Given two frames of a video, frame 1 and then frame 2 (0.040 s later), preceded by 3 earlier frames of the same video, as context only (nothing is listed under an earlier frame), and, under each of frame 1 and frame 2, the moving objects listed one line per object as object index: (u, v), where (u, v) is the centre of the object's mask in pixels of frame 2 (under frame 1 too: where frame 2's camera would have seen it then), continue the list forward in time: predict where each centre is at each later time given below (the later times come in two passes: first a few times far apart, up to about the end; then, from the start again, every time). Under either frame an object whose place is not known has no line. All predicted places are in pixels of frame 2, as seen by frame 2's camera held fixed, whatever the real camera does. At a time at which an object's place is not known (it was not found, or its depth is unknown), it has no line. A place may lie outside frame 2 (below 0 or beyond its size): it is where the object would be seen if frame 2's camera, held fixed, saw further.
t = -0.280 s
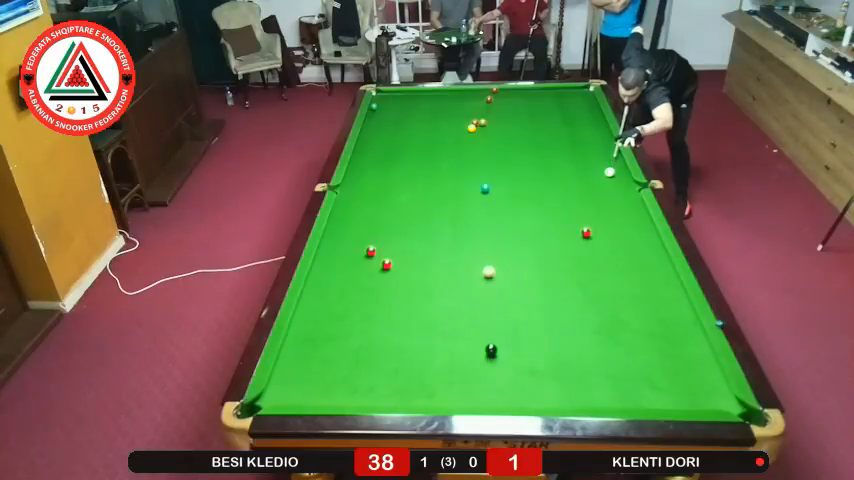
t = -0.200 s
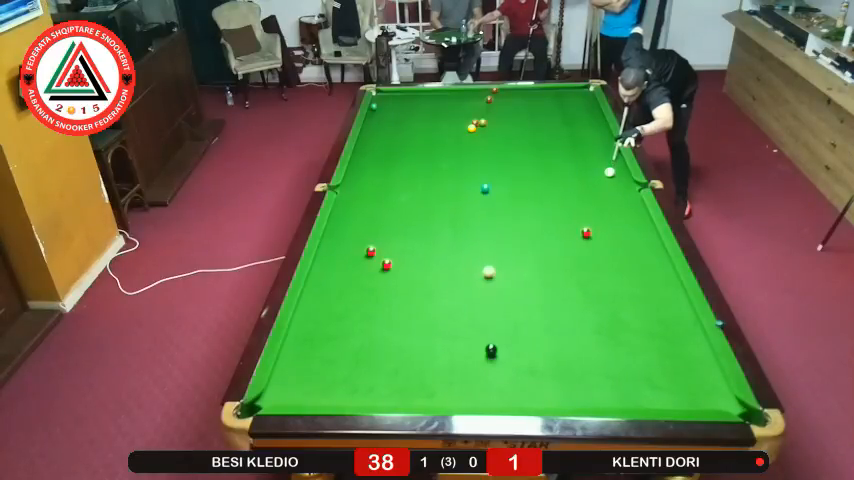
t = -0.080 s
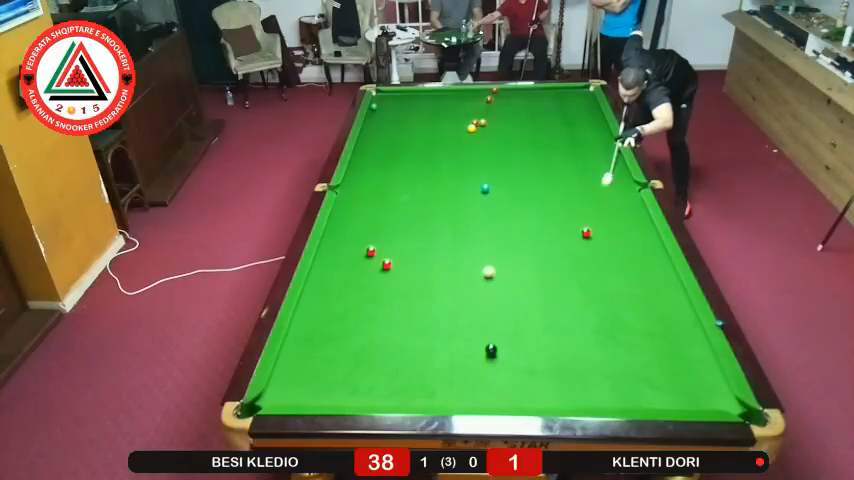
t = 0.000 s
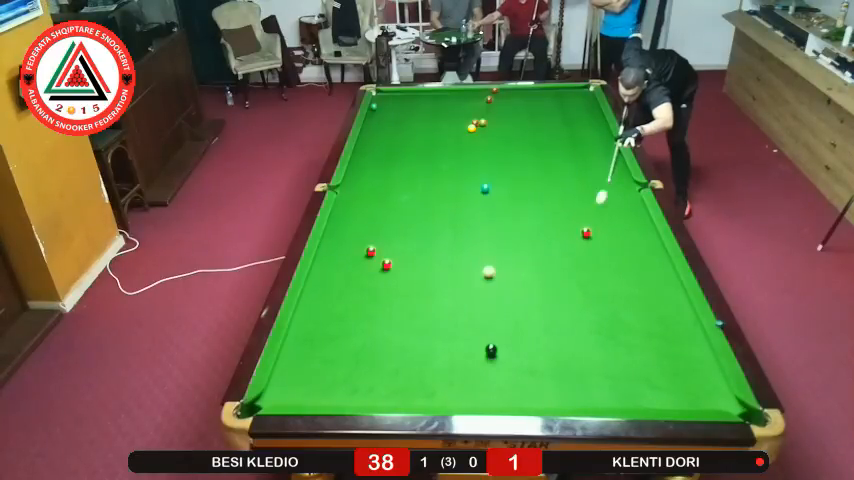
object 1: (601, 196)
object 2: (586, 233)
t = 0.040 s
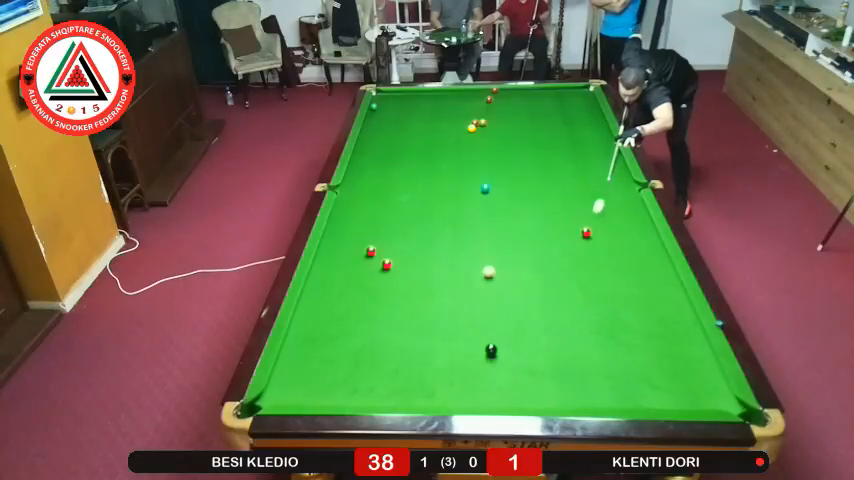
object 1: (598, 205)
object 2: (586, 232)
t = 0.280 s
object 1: (613, 238)
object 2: (551, 252)
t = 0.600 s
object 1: (656, 255)
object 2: (482, 292)
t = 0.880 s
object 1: (655, 265)
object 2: (415, 331)
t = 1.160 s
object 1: (643, 273)
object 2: (338, 377)
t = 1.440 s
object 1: (631, 280)
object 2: (274, 383)
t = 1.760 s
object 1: (619, 288)
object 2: (320, 353)
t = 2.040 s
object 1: (610, 294)
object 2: (354, 331)
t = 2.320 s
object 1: (601, 300)
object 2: (384, 311)
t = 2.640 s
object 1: (592, 305)
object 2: (413, 291)
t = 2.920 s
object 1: (585, 309)
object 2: (435, 276)
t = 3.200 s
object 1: (580, 312)
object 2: (455, 263)
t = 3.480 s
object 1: (576, 315)
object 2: (472, 251)
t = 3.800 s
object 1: (573, 317)
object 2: (490, 239)
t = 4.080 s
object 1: (571, 318)
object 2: (503, 229)
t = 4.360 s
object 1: (570, 318)
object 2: (515, 221)
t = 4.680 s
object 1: (571, 318)
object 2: (527, 212)
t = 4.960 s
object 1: (571, 318)
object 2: (536, 206)
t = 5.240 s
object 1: (571, 318)
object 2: (545, 200)
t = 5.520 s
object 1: (571, 318)
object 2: (553, 196)
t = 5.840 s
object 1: (571, 318)
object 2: (560, 191)
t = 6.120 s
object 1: (571, 318)
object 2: (565, 187)
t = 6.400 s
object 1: (571, 318)
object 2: (570, 184)
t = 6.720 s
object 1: (571, 318)
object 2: (575, 181)
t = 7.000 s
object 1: (571, 318)
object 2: (578, 179)
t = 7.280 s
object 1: (570, 318)
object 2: (581, 178)
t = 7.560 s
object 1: (571, 318)
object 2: (583, 177)
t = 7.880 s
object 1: (570, 318)
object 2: (584, 177)
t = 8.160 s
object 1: (571, 318)
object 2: (584, 177)
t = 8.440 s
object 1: (571, 318)
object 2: (584, 177)
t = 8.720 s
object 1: (571, 318)
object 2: (584, 177)
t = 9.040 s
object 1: (570, 318)
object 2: (584, 177)
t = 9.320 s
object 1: (571, 318)
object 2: (584, 177)
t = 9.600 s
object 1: (570, 318)
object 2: (584, 177)
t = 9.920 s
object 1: (570, 318)
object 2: (584, 177)
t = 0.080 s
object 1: (595, 215)
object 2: (586, 233)
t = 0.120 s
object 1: (593, 223)
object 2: (586, 233)
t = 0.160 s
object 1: (596, 230)
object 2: (579, 235)
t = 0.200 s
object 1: (602, 233)
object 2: (570, 241)
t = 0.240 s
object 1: (608, 235)
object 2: (560, 246)
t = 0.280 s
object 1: (613, 238)
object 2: (551, 252)
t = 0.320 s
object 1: (619, 240)
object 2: (542, 257)
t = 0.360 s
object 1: (624, 242)
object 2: (534, 262)
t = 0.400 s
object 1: (629, 244)
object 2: (525, 266)
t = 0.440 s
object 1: (634, 246)
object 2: (517, 271)
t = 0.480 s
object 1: (640, 249)
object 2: (509, 276)
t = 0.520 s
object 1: (645, 251)
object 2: (500, 281)
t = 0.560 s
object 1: (650, 253)
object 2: (492, 286)
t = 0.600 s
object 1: (656, 255)
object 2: (482, 292)
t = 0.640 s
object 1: (662, 257)
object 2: (473, 297)
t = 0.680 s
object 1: (665, 260)
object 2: (464, 302)
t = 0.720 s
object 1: (662, 261)
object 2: (455, 308)
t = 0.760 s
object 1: (660, 262)
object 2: (445, 313)
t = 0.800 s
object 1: (658, 263)
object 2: (435, 319)
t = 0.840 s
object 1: (657, 264)
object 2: (425, 325)
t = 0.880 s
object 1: (655, 265)
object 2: (415, 331)
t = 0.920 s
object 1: (653, 267)
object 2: (405, 337)
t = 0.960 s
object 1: (651, 267)
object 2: (394, 343)
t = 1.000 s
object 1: (649, 269)
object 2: (383, 349)
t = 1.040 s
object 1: (648, 270)
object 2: (372, 356)
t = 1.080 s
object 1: (646, 271)
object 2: (361, 362)
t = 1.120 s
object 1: (644, 272)
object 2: (349, 370)
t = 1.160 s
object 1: (643, 273)
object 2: (338, 377)
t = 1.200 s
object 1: (641, 274)
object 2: (326, 384)
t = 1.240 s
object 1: (639, 275)
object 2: (313, 391)
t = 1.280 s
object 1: (638, 276)
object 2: (301, 396)
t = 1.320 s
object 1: (636, 277)
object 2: (291, 396)
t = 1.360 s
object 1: (634, 278)
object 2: (285, 393)
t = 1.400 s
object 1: (633, 279)
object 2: (280, 388)
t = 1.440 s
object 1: (631, 280)
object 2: (274, 383)
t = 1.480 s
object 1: (630, 282)
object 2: (280, 379)
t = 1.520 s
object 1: (628, 283)
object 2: (287, 375)
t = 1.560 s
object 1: (627, 284)
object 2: (293, 371)
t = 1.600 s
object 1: (625, 285)
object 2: (298, 367)
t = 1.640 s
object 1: (624, 285)
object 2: (304, 363)
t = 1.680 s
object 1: (622, 286)
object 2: (309, 360)
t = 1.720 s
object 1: (621, 287)
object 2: (315, 356)
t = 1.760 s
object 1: (619, 288)
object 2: (320, 353)
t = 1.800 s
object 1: (618, 289)
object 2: (325, 349)
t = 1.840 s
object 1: (616, 290)
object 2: (330, 346)
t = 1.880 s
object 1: (615, 291)
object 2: (335, 343)
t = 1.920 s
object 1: (614, 292)
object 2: (340, 340)
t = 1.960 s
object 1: (613, 293)
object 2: (345, 337)
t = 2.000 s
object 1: (611, 294)
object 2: (350, 333)
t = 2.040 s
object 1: (610, 294)
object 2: (354, 331)
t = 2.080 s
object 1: (608, 295)
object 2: (359, 328)
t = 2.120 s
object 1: (607, 296)
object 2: (363, 325)
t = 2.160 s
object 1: (606, 296)
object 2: (367, 322)
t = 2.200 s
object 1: (605, 297)
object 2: (371, 319)
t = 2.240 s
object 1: (603, 298)
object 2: (375, 316)
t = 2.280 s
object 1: (602, 299)
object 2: (379, 314)
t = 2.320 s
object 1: (601, 300)
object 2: (384, 311)
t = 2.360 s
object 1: (600, 300)
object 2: (387, 308)
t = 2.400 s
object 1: (599, 301)
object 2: (391, 306)
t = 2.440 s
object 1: (597, 302)
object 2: (395, 303)
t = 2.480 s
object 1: (596, 302)
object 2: (399, 301)
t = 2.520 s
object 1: (595, 303)
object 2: (402, 298)
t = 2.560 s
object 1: (594, 304)
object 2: (406, 296)
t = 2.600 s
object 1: (593, 304)
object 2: (409, 294)
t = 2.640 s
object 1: (592, 305)
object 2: (413, 291)
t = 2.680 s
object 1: (591, 306)
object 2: (416, 289)
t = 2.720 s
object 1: (590, 306)
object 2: (419, 287)
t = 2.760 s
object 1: (589, 307)
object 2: (423, 285)
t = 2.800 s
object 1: (588, 307)
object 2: (426, 283)
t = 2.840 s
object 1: (587, 308)
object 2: (429, 281)
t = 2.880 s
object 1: (586, 308)
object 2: (432, 278)
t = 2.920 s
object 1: (585, 309)
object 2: (435, 276)
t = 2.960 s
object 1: (584, 309)
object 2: (438, 274)
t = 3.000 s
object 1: (584, 310)
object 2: (441, 272)
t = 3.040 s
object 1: (583, 311)
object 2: (444, 270)
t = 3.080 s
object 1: (582, 311)
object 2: (447, 268)
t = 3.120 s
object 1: (582, 311)
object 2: (449, 267)
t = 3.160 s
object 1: (581, 312)
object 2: (452, 264)
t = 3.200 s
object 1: (580, 312)
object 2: (455, 263)
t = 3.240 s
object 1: (579, 313)
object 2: (458, 261)
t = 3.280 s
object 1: (579, 313)
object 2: (460, 259)
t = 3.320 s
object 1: (578, 313)
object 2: (462, 257)
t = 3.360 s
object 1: (577, 314)
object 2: (465, 255)
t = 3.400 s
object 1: (577, 314)
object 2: (468, 254)
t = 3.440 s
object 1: (576, 315)
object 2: (470, 252)
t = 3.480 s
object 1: (576, 315)
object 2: (472, 251)
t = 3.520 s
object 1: (575, 315)
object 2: (474, 249)
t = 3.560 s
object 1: (575, 316)
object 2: (476, 247)
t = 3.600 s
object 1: (575, 316)
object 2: (479, 246)
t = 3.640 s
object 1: (574, 316)
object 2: (481, 245)
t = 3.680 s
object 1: (573, 316)
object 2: (483, 243)
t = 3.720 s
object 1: (573, 316)
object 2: (485, 242)
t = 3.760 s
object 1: (573, 317)
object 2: (487, 240)
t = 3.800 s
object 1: (573, 317)
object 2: (490, 239)
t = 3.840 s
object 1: (572, 317)
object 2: (491, 237)
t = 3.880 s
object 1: (572, 317)
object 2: (493, 236)
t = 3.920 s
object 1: (572, 318)
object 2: (495, 234)
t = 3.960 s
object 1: (572, 318)
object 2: (497, 233)
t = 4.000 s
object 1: (571, 318)
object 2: (499, 232)
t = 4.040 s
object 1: (571, 318)
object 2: (501, 231)
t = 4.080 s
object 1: (571, 318)
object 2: (503, 229)
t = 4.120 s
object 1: (571, 318)
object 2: (505, 228)
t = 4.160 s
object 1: (570, 318)
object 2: (506, 227)
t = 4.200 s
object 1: (570, 318)
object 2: (508, 226)
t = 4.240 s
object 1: (570, 318)
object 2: (510, 224)
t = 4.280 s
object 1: (570, 318)
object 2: (512, 223)
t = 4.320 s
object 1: (570, 318)
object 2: (513, 222)
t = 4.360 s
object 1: (570, 318)
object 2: (515, 221)
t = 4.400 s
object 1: (570, 318)
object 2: (516, 220)
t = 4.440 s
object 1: (571, 318)
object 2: (518, 219)
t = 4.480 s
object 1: (571, 318)
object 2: (519, 218)
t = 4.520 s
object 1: (571, 318)
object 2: (521, 217)
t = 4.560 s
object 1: (571, 318)
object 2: (522, 216)
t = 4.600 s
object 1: (571, 318)
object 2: (524, 214)
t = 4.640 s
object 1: (571, 318)
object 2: (526, 213)
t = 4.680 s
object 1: (571, 318)
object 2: (527, 212)
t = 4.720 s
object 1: (571, 318)
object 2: (528, 212)
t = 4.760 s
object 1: (571, 318)
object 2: (530, 211)
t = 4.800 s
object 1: (571, 318)
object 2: (531, 210)
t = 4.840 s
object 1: (571, 318)
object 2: (532, 209)
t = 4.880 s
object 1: (571, 318)
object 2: (534, 208)
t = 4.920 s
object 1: (571, 318)
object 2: (535, 207)
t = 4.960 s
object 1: (571, 318)
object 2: (536, 206)
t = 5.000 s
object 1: (571, 318)
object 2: (538, 205)
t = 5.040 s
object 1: (571, 318)
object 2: (539, 205)
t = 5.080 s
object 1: (571, 318)
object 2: (540, 204)
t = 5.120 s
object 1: (571, 318)
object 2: (541, 203)
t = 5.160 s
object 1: (571, 318)
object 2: (543, 202)
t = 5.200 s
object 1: (571, 318)
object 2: (544, 201)
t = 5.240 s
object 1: (571, 318)
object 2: (545, 200)
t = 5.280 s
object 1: (571, 318)
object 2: (546, 200)
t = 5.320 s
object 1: (571, 318)
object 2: (547, 199)
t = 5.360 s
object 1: (571, 318)
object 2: (548, 198)
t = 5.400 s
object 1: (571, 318)
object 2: (549, 198)
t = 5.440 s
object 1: (571, 318)
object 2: (550, 197)
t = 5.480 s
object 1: (571, 318)
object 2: (551, 196)
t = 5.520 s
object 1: (571, 318)
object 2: (553, 196)
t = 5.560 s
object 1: (571, 318)
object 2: (554, 195)
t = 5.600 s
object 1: (571, 318)
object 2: (554, 194)
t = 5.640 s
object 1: (571, 318)
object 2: (555, 194)
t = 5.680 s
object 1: (571, 318)
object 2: (556, 193)
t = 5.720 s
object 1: (571, 318)
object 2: (557, 193)
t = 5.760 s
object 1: (571, 318)
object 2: (558, 192)
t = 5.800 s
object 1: (571, 318)
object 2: (559, 191)
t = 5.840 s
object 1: (571, 318)
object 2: (560, 191)
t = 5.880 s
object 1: (571, 318)
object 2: (561, 190)
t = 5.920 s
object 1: (571, 318)
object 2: (561, 189)
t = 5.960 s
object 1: (571, 318)
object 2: (562, 189)
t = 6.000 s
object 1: (571, 318)
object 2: (563, 189)
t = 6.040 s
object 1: (571, 318)
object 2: (564, 188)
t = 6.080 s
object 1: (571, 318)
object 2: (564, 188)
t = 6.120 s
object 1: (571, 318)
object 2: (565, 187)
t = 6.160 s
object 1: (571, 318)
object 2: (566, 187)
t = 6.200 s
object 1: (571, 318)
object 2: (567, 186)
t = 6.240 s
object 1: (571, 318)
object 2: (567, 185)
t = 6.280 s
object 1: (571, 318)
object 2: (568, 185)
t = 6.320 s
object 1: (571, 318)
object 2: (569, 185)
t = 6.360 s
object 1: (571, 318)
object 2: (569, 184)
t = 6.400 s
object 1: (571, 318)
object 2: (570, 184)
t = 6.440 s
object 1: (571, 318)
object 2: (571, 184)
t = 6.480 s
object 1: (571, 318)
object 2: (571, 183)
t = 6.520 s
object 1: (571, 318)
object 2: (572, 183)
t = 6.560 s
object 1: (571, 318)
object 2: (573, 183)
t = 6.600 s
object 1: (571, 318)
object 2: (573, 182)
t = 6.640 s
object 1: (571, 318)
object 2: (574, 182)
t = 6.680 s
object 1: (571, 318)
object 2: (575, 181)
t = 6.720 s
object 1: (571, 318)
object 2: (575, 181)
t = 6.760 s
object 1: (571, 318)
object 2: (576, 181)
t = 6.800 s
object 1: (571, 318)
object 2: (576, 181)
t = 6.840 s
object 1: (571, 318)
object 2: (577, 180)
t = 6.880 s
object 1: (571, 318)
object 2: (577, 180)
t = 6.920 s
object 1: (571, 318)
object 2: (577, 180)
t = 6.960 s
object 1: (571, 318)
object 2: (578, 180)
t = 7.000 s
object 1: (571, 318)
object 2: (578, 179)
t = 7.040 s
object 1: (571, 318)
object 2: (579, 179)
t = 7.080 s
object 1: (571, 318)
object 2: (579, 179)
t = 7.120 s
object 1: (571, 318)
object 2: (579, 179)
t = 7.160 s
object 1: (571, 318)
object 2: (580, 179)
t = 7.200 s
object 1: (571, 318)
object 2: (580, 179)
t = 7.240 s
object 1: (570, 318)
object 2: (580, 178)
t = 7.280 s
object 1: (570, 318)
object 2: (581, 178)
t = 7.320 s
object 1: (570, 318)
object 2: (581, 178)
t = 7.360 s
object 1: (570, 318)
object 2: (581, 178)
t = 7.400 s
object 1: (570, 318)
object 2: (582, 178)
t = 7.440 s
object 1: (570, 318)
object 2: (582, 178)
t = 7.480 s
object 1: (570, 318)
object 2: (583, 178)
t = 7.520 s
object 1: (570, 318)
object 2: (583, 177)
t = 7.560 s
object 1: (571, 318)
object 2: (583, 177)
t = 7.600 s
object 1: (571, 318)
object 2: (583, 177)
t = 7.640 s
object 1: (570, 318)
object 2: (583, 177)
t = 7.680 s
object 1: (571, 318)
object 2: (583, 177)
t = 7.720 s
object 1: (571, 318)
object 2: (584, 177)
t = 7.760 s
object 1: (570, 318)
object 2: (584, 177)
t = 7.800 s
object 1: (571, 318)
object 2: (584, 177)
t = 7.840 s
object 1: (570, 318)
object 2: (584, 177)
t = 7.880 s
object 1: (570, 318)
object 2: (584, 177)
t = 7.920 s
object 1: (570, 318)
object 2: (584, 177)
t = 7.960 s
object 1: (570, 318)
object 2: (584, 177)
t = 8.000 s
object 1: (570, 318)
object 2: (584, 177)
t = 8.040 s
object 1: (571, 318)
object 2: (584, 177)
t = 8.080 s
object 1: (571, 318)
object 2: (584, 177)
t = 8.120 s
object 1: (570, 318)
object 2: (584, 177)
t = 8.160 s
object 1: (571, 318)
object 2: (584, 177)
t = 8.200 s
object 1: (571, 318)
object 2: (584, 177)
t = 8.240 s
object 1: (571, 318)
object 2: (584, 177)
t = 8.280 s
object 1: (571, 318)
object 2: (584, 177)
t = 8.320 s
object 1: (571, 318)
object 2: (584, 177)
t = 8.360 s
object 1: (571, 318)
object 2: (584, 177)
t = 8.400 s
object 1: (571, 318)
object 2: (584, 177)
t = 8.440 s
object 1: (571, 318)
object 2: (584, 177)
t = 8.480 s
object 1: (571, 318)
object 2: (584, 177)
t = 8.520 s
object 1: (571, 318)
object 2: (584, 177)
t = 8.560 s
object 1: (571, 318)
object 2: (584, 177)
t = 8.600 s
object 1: (571, 318)
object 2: (584, 177)
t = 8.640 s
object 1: (571, 318)
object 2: (584, 177)
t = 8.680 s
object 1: (571, 318)
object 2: (584, 177)
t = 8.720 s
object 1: (571, 318)
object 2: (584, 177)
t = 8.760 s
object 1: (571, 318)
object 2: (584, 177)
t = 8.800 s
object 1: (571, 318)
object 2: (584, 177)
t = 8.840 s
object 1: (571, 318)
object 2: (584, 177)
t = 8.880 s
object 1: (571, 318)
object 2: (584, 177)
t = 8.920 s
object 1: (571, 318)
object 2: (584, 177)
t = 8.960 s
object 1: (571, 318)
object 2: (584, 177)
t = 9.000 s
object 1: (570, 318)
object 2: (584, 177)
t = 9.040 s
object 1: (570, 318)
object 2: (584, 177)
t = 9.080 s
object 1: (570, 318)
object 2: (584, 177)
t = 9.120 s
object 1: (570, 318)
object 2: (584, 177)
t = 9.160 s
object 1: (571, 318)
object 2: (584, 177)
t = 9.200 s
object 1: (571, 318)
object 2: (584, 177)
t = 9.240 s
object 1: (571, 318)
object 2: (584, 177)
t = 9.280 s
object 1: (571, 318)
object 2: (584, 177)
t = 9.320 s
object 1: (571, 318)
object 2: (584, 177)
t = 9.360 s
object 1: (570, 318)
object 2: (584, 177)
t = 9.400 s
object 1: (570, 318)
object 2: (584, 177)
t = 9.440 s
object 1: (570, 318)
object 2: (584, 177)
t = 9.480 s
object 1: (571, 318)
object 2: (584, 177)
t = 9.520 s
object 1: (571, 318)
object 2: (584, 177)
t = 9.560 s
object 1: (571, 318)
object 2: (584, 177)
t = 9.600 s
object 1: (570, 318)
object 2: (584, 177)
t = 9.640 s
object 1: (570, 318)
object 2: (584, 177)
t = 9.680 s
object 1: (570, 318)
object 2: (584, 177)
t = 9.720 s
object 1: (570, 318)
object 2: (584, 177)
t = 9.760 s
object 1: (571, 318)
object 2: (584, 177)
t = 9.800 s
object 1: (570, 318)
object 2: (584, 177)
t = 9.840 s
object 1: (570, 318)
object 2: (584, 177)
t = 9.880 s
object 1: (570, 318)
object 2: (584, 177)
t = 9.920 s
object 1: (570, 318)
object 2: (584, 177)
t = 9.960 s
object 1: (570, 318)
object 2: (584, 177)
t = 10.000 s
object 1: (570, 318)
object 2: (584, 177)
